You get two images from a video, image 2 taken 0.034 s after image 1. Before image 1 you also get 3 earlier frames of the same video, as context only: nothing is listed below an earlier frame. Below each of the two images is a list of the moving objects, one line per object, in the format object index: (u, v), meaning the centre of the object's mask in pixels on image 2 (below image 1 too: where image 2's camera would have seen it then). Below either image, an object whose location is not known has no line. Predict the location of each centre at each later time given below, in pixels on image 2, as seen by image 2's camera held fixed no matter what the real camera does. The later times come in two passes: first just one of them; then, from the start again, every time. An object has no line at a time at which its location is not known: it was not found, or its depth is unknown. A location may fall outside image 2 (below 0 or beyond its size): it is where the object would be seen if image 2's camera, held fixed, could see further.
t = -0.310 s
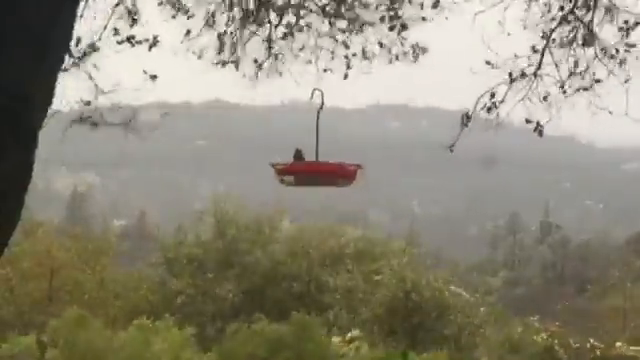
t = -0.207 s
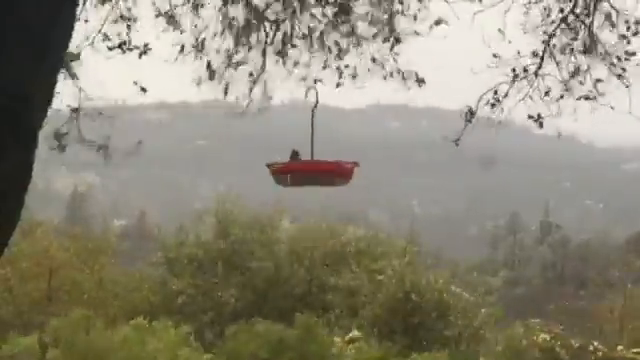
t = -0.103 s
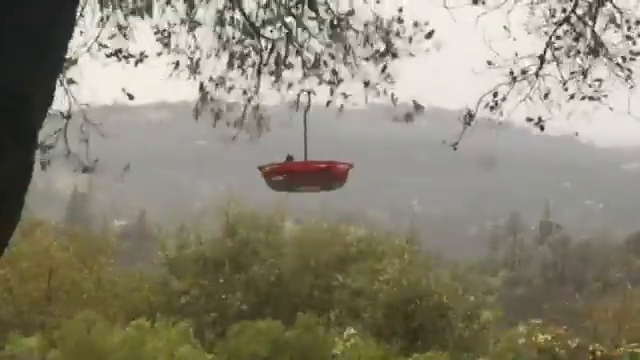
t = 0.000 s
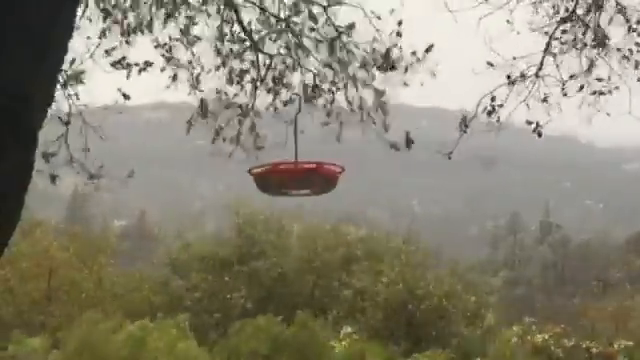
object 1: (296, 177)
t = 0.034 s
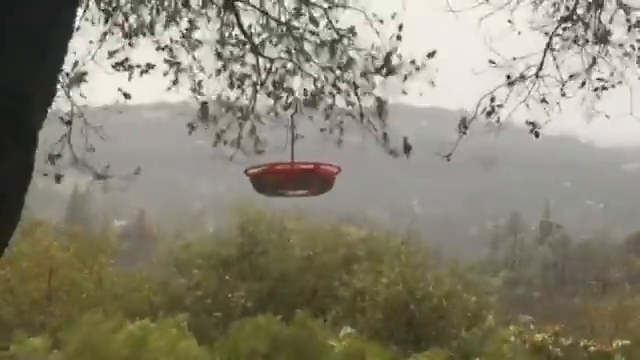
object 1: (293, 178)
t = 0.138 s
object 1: (280, 178)
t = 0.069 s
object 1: (289, 178)
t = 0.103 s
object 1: (285, 179)
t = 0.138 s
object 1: (280, 178)
